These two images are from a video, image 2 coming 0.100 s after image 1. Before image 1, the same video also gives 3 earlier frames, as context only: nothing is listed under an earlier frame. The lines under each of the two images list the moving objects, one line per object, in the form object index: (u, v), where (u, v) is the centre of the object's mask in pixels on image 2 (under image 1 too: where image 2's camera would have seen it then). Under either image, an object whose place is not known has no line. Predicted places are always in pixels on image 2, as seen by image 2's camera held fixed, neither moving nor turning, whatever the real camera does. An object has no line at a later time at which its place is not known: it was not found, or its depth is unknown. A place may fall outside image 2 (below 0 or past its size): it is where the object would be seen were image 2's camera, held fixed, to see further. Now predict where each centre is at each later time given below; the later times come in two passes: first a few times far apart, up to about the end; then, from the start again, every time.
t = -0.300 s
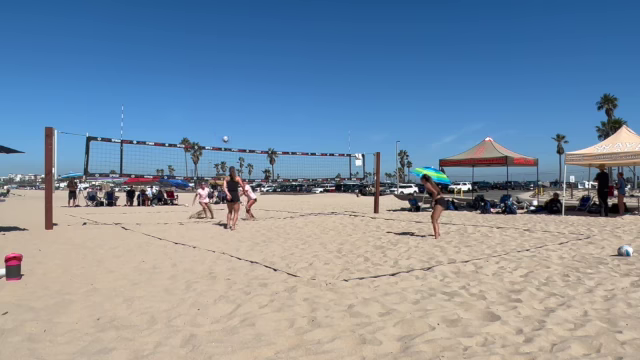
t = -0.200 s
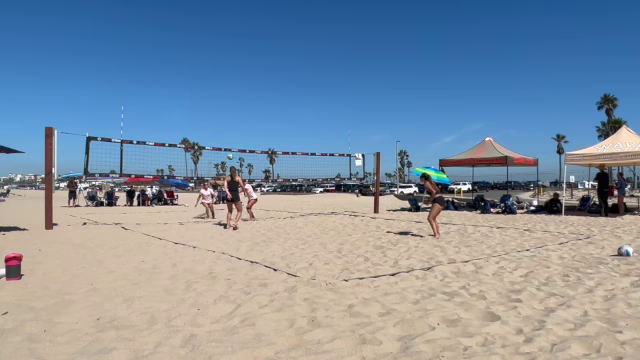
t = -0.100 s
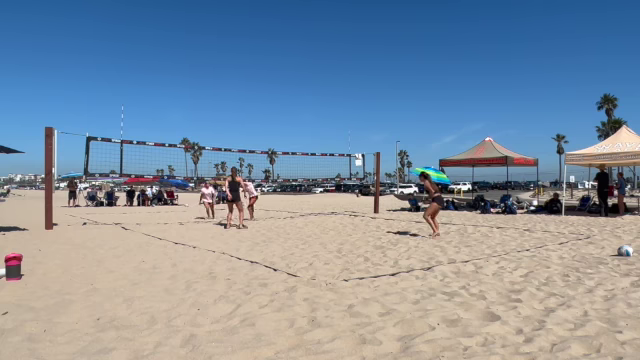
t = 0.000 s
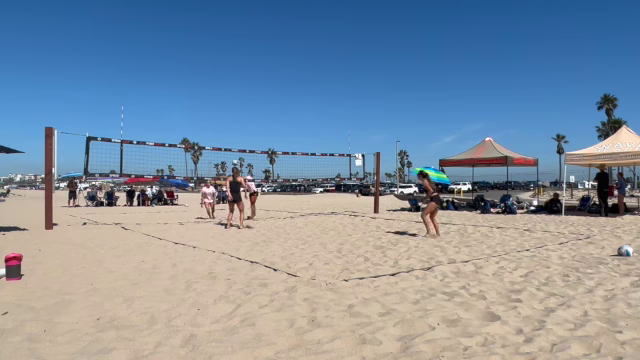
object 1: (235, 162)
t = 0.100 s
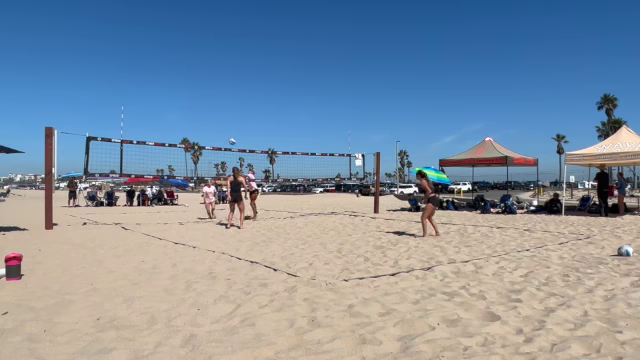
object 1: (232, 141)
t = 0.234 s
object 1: (229, 118)
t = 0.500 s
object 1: (224, 89)
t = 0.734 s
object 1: (219, 81)
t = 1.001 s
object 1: (216, 91)
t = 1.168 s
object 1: (214, 109)
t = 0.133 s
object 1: (231, 135)
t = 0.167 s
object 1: (232, 129)
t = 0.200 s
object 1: (230, 123)
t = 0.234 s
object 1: (229, 118)
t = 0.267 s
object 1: (228, 113)
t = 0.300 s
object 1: (227, 109)
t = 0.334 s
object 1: (227, 104)
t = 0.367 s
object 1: (226, 101)
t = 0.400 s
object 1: (227, 97)
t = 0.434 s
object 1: (225, 94)
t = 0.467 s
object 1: (224, 91)
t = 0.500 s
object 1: (224, 89)
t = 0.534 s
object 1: (223, 86)
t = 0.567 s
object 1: (222, 85)
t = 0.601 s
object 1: (222, 83)
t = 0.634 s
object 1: (221, 82)
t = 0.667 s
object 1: (220, 81)
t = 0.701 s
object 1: (220, 81)
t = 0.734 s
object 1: (219, 81)
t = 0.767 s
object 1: (219, 81)
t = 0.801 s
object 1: (218, 81)
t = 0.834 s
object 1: (217, 82)
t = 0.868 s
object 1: (217, 83)
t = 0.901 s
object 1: (217, 85)
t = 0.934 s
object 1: (216, 87)
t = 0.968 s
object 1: (216, 89)
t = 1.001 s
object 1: (216, 91)
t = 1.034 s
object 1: (215, 94)
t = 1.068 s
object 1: (215, 97)
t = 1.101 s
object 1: (215, 101)
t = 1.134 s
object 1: (214, 105)
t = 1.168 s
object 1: (214, 109)
